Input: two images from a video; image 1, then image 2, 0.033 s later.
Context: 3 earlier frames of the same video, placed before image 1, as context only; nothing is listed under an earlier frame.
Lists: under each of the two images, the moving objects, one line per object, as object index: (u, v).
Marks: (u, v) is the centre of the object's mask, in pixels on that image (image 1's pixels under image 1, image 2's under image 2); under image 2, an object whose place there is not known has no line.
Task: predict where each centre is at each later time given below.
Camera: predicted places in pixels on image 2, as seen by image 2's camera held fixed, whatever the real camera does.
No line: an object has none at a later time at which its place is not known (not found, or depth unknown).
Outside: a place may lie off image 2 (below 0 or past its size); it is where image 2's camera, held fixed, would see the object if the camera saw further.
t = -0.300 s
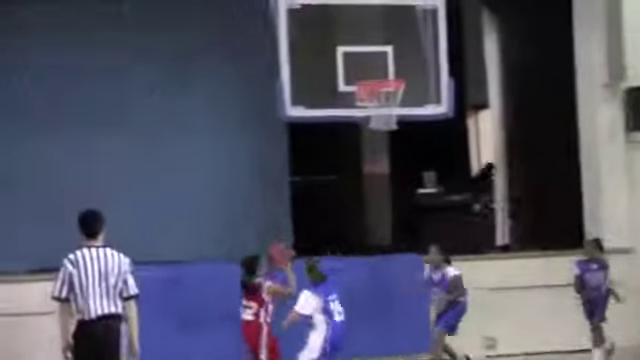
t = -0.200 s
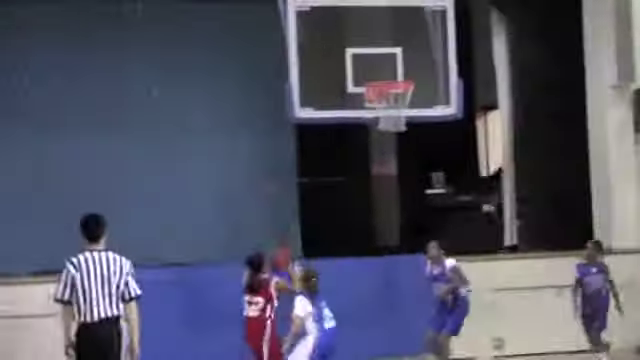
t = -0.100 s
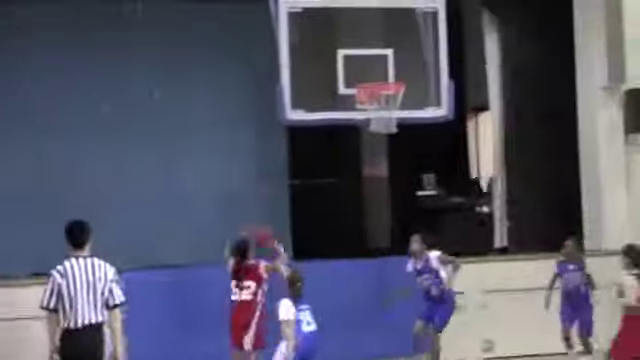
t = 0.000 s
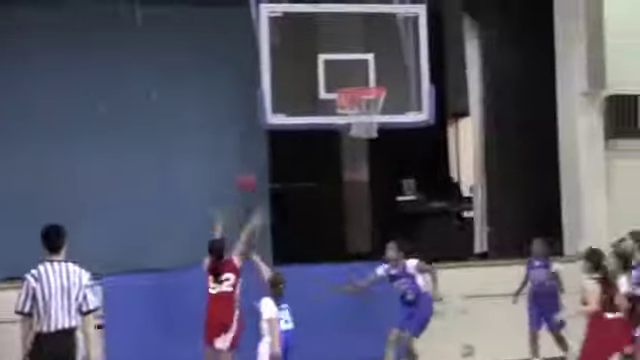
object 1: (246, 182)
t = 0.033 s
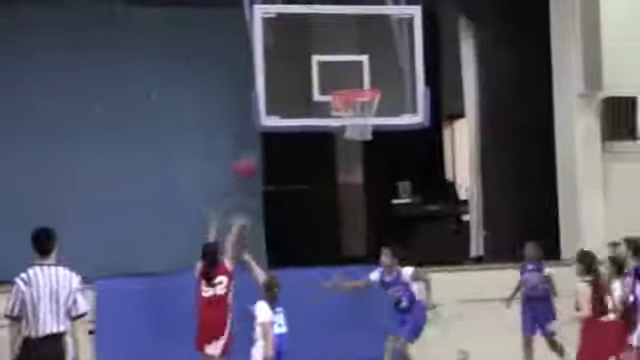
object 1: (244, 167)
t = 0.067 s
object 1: (246, 150)
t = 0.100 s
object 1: (248, 136)
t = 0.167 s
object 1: (256, 109)
